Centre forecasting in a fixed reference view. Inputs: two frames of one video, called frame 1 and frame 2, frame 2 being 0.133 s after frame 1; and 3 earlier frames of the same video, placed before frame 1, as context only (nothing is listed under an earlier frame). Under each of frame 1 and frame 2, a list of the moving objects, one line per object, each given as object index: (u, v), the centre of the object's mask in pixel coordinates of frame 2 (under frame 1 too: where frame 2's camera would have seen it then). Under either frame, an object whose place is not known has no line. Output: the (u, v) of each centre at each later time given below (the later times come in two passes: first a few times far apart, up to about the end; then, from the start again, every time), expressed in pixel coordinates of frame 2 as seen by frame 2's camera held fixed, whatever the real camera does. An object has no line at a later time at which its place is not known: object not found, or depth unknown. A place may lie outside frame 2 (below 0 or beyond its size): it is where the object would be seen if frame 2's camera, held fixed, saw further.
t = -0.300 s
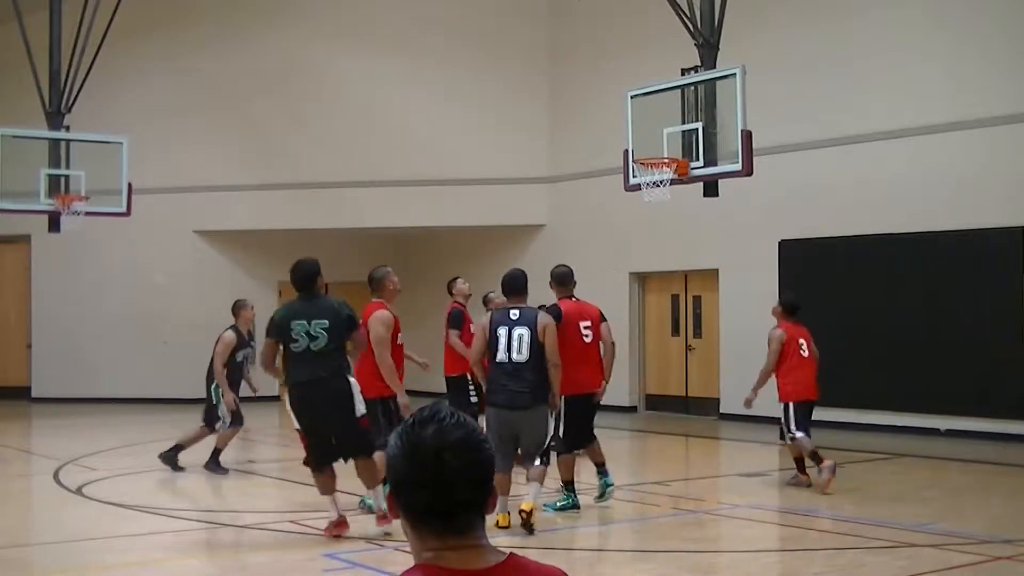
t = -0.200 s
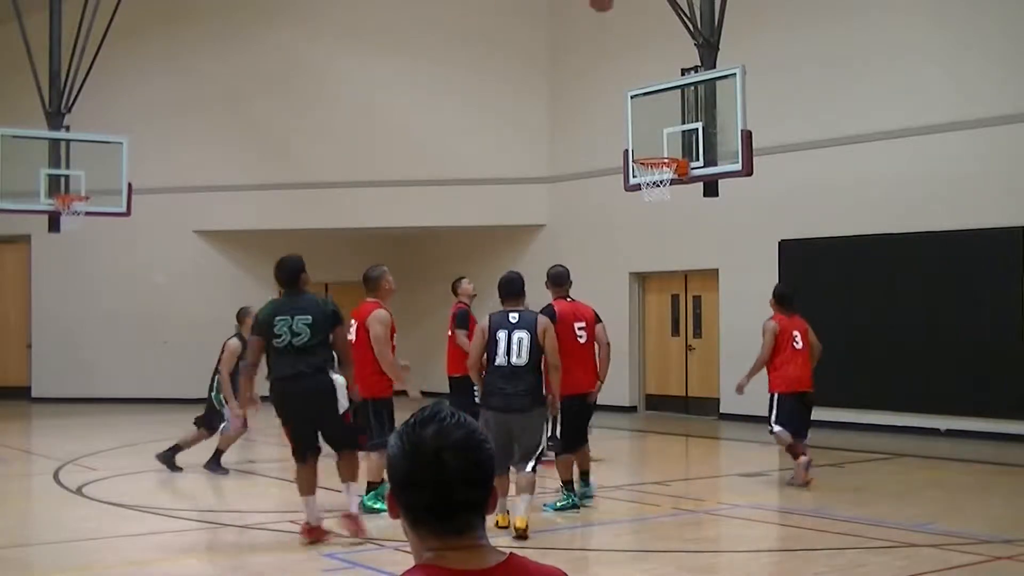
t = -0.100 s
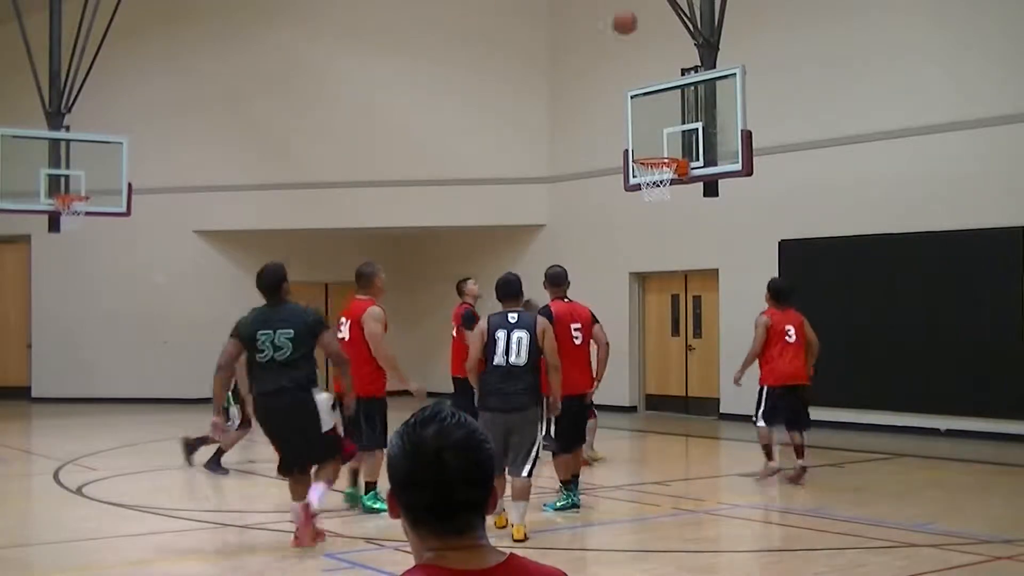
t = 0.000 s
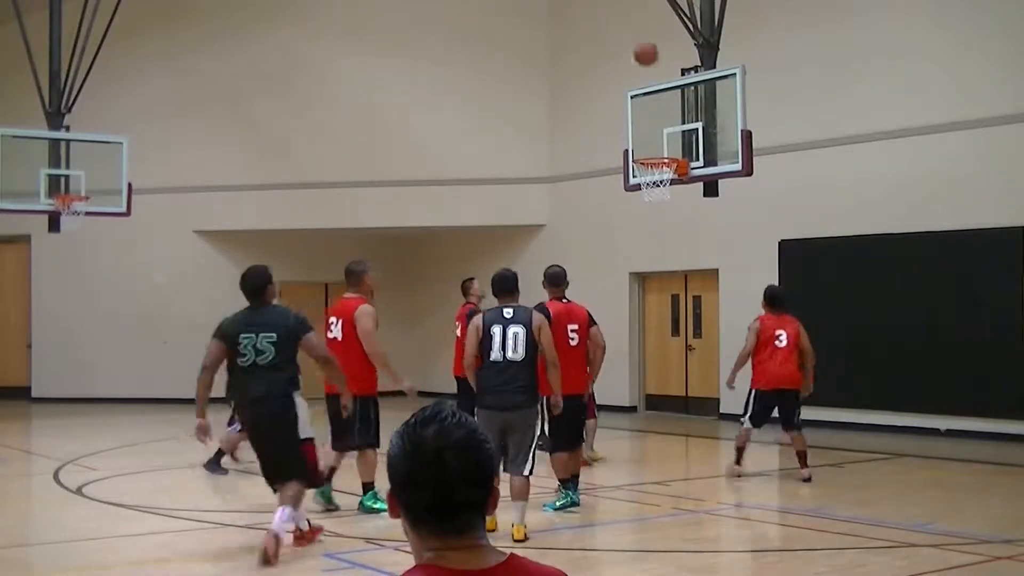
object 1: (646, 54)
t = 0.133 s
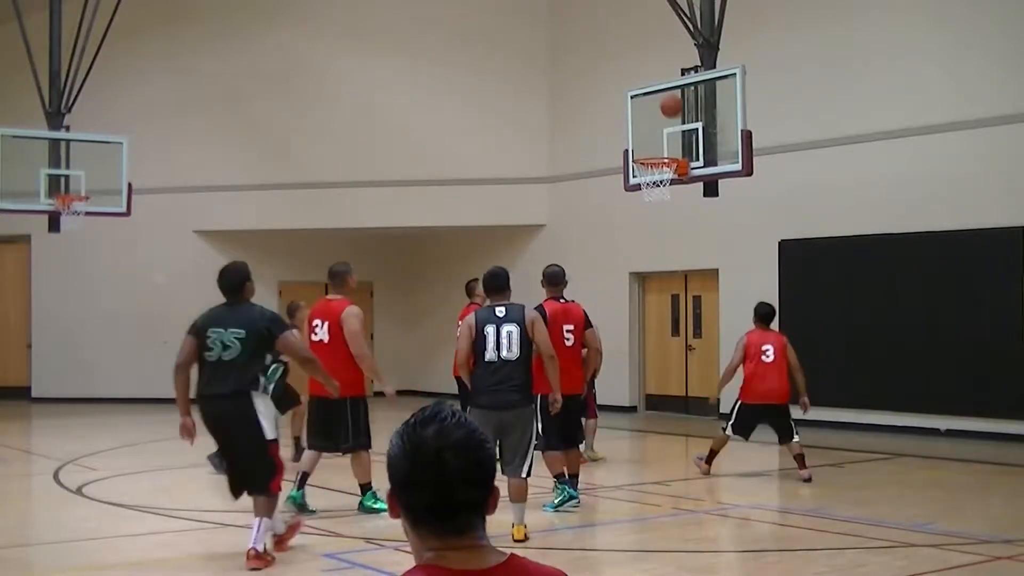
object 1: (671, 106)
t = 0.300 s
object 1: (649, 152)
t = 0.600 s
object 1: (688, 124)
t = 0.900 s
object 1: (674, 189)
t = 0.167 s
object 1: (676, 121)
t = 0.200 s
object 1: (682, 137)
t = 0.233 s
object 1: (674, 147)
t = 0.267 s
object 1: (663, 150)
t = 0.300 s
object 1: (649, 152)
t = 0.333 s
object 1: (646, 151)
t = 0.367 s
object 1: (651, 146)
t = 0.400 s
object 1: (657, 139)
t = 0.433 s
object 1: (664, 133)
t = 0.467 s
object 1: (671, 129)
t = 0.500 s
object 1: (676, 125)
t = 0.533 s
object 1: (683, 123)
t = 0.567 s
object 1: (689, 122)
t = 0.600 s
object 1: (688, 124)
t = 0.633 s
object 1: (687, 126)
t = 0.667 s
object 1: (686, 130)
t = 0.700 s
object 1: (684, 136)
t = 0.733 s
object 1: (682, 142)
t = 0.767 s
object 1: (680, 148)
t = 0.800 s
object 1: (679, 159)
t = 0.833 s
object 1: (677, 168)
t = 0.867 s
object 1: (674, 179)
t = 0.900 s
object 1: (674, 189)
